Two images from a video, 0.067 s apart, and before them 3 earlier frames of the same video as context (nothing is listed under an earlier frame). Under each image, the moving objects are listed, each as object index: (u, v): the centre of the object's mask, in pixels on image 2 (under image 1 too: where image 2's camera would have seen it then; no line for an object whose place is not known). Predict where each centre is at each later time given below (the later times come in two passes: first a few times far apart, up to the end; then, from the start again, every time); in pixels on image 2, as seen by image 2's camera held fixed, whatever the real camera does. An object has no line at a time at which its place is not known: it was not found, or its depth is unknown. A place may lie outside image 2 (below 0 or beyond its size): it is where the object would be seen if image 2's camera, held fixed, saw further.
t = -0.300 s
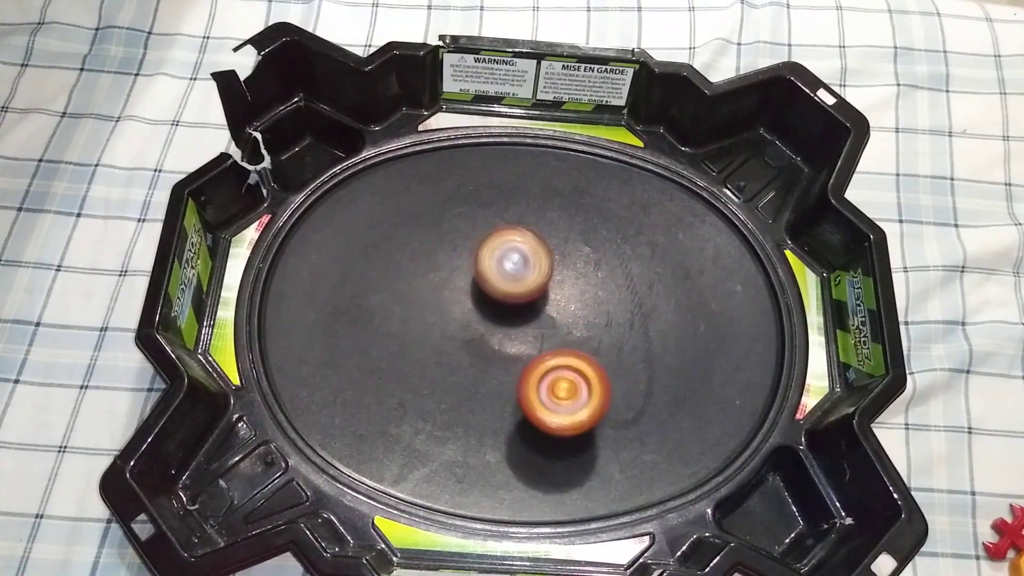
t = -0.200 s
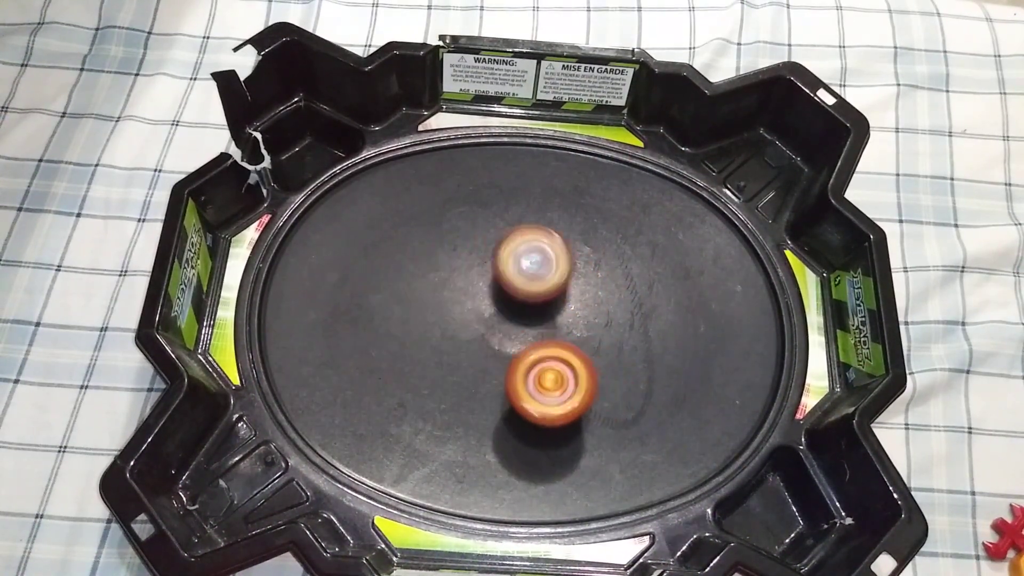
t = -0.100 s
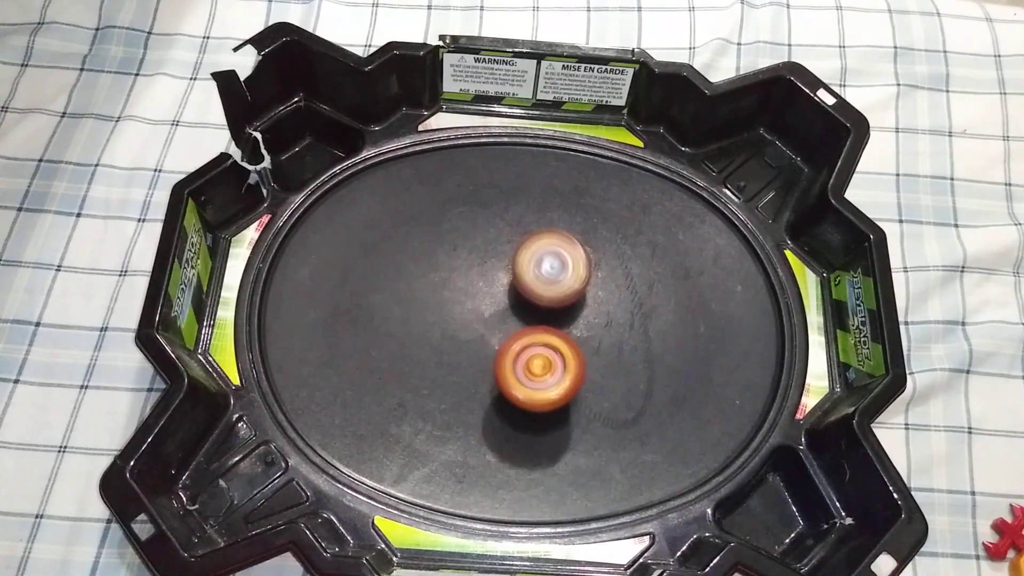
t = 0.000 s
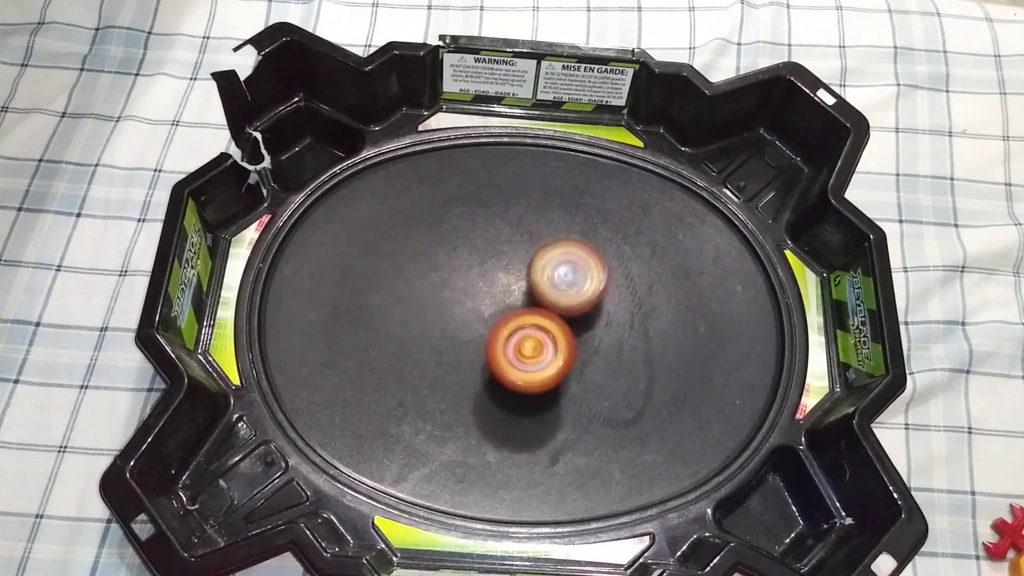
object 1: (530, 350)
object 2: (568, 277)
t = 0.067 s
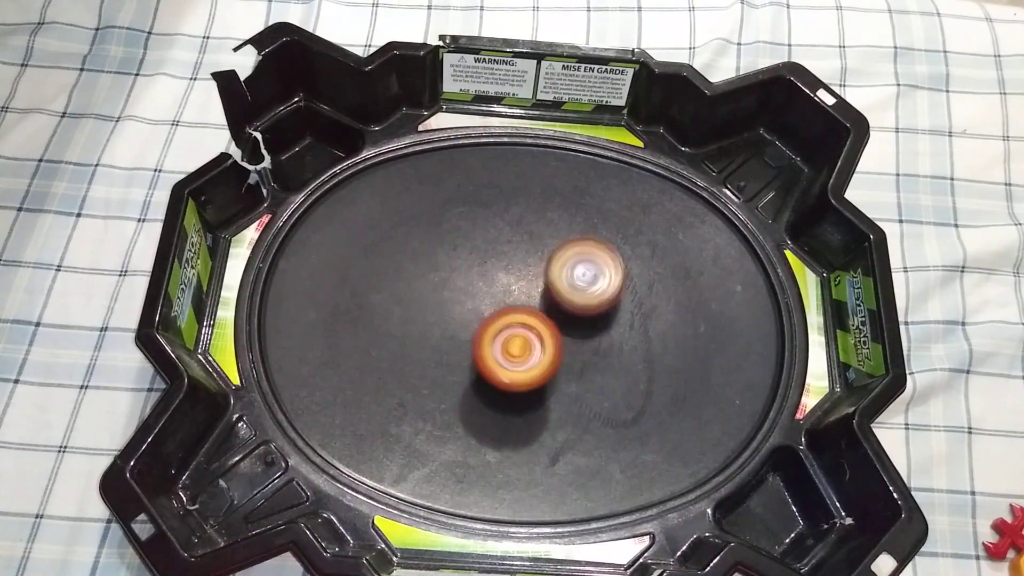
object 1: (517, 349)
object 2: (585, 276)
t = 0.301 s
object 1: (487, 326)
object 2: (610, 291)
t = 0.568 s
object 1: (473, 304)
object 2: (599, 337)
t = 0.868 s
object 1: (480, 296)
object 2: (582, 383)
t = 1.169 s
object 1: (468, 297)
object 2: (550, 401)
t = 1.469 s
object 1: (456, 271)
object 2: (571, 375)
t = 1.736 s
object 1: (442, 262)
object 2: (505, 355)
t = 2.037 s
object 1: (450, 283)
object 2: (514, 371)
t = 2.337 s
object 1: (454, 306)
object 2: (555, 347)
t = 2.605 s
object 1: (432, 330)
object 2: (554, 329)
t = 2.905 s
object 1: (445, 350)
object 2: (549, 336)
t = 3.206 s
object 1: (456, 363)
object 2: (583, 314)
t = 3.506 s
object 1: (468, 385)
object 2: (547, 279)
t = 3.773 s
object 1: (461, 392)
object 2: (494, 277)
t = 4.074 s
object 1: (471, 406)
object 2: (500, 291)
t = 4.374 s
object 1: (497, 364)
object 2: (539, 294)
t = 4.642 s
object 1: (479, 362)
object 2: (566, 229)
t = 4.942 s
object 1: (431, 381)
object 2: (566, 263)
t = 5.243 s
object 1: (342, 392)
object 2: (624, 281)
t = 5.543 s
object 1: (363, 361)
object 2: (609, 351)
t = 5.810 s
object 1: (452, 314)
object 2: (552, 395)
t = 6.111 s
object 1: (552, 271)
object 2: (469, 382)
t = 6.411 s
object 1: (633, 252)
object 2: (418, 323)
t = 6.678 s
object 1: (634, 284)
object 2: (421, 277)
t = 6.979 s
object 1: (557, 349)
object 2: (478, 280)
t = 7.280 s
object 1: (476, 414)
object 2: (561, 316)
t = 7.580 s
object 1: (415, 426)
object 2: (617, 339)
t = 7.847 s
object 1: (419, 376)
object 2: (580, 338)
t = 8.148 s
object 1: (400, 277)
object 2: (552, 368)
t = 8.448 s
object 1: (412, 215)
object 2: (550, 366)
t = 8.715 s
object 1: (456, 237)
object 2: (506, 333)
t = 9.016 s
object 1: (489, 238)
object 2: (487, 363)
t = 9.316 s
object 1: (537, 280)
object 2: (501, 366)
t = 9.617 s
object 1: (579, 298)
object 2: (508, 362)
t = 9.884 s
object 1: (589, 322)
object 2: (483, 318)
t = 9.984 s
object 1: (587, 332)
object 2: (466, 311)
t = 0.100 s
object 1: (512, 346)
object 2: (592, 277)
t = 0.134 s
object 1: (507, 343)
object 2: (597, 279)
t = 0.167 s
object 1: (503, 340)
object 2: (602, 280)
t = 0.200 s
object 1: (498, 337)
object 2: (605, 283)
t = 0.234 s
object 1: (494, 333)
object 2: (607, 285)
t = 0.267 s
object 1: (490, 329)
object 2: (609, 288)
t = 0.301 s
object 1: (487, 326)
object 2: (610, 291)
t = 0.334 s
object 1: (484, 323)
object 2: (610, 295)
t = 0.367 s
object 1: (481, 320)
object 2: (609, 300)
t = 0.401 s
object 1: (479, 317)
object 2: (608, 305)
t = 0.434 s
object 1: (477, 314)
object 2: (606, 312)
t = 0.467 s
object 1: (476, 312)
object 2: (604, 318)
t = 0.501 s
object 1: (475, 309)
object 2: (603, 324)
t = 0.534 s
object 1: (474, 306)
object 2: (601, 331)
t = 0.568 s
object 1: (473, 304)
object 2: (599, 337)
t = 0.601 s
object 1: (473, 302)
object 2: (598, 344)
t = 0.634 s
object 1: (473, 300)
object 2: (596, 350)
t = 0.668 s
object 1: (473, 298)
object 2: (595, 356)
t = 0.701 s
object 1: (473, 297)
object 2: (593, 363)
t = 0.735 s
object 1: (474, 296)
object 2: (592, 368)
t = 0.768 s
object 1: (475, 295)
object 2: (589, 373)
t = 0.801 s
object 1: (477, 295)
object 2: (587, 377)
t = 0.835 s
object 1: (478, 296)
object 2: (585, 380)
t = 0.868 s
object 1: (480, 296)
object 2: (582, 383)
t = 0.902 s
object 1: (482, 297)
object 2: (578, 386)
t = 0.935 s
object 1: (484, 299)
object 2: (574, 387)
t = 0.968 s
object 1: (485, 301)
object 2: (569, 387)
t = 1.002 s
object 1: (487, 303)
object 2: (563, 387)
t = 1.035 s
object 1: (488, 305)
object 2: (558, 386)
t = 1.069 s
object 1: (488, 307)
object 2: (551, 385)
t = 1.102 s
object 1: (488, 311)
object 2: (543, 384)
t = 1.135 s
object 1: (481, 308)
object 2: (545, 391)
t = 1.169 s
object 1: (468, 297)
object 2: (550, 401)
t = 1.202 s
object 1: (458, 290)
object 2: (555, 408)
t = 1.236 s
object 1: (453, 286)
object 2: (561, 413)
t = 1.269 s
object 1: (452, 282)
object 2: (568, 415)
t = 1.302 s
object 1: (451, 279)
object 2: (572, 414)
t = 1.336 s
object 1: (452, 277)
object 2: (576, 410)
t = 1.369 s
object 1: (452, 274)
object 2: (579, 403)
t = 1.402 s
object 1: (453, 272)
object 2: (579, 395)
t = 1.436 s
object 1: (454, 271)
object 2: (577, 386)
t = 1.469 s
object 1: (456, 271)
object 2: (571, 375)
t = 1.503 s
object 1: (457, 271)
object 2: (563, 364)
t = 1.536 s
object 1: (460, 271)
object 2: (550, 354)
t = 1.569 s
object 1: (462, 273)
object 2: (537, 344)
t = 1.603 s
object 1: (463, 274)
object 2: (524, 338)
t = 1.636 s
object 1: (454, 268)
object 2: (521, 341)
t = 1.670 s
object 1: (447, 264)
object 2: (516, 345)
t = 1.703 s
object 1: (443, 262)
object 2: (513, 347)
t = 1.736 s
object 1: (442, 262)
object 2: (505, 355)
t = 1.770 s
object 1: (443, 263)
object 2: (502, 358)
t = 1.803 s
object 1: (445, 265)
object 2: (500, 361)
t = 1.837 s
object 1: (447, 268)
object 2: (499, 363)
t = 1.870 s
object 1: (449, 271)
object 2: (499, 365)
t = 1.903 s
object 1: (450, 275)
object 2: (500, 366)
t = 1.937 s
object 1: (452, 280)
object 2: (502, 367)
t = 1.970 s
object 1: (454, 285)
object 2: (503, 365)
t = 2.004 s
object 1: (453, 288)
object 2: (507, 365)
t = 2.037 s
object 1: (450, 283)
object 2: (514, 371)
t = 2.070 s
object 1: (446, 282)
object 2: (521, 375)
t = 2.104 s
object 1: (446, 282)
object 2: (527, 377)
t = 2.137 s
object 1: (445, 284)
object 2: (534, 377)
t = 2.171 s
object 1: (446, 286)
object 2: (541, 376)
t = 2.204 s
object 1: (447, 289)
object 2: (547, 373)
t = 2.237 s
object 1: (448, 293)
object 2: (553, 368)
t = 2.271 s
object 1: (450, 297)
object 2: (555, 362)
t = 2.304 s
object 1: (452, 301)
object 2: (556, 355)
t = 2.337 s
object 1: (454, 306)
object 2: (555, 347)
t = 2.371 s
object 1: (456, 311)
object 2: (552, 338)
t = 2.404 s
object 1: (456, 315)
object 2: (548, 332)
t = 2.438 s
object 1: (447, 318)
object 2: (551, 329)
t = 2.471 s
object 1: (442, 320)
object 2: (553, 328)
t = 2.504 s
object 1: (437, 323)
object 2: (554, 328)
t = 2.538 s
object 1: (435, 326)
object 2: (554, 327)
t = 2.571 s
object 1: (433, 328)
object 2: (554, 328)
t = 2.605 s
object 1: (432, 330)
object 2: (554, 329)
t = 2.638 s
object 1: (432, 333)
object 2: (553, 330)
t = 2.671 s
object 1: (432, 335)
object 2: (553, 331)
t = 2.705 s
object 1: (432, 337)
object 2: (552, 332)
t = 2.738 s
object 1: (433, 340)
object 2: (551, 333)
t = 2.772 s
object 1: (435, 342)
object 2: (551, 335)
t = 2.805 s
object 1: (437, 344)
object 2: (551, 336)
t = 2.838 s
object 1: (439, 346)
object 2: (550, 336)
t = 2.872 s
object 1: (442, 348)
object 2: (550, 336)
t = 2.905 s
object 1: (445, 350)
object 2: (549, 336)
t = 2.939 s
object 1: (449, 352)
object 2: (548, 337)
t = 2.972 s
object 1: (454, 353)
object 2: (546, 337)
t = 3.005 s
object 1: (457, 355)
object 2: (545, 338)
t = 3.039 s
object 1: (452, 358)
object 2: (553, 338)
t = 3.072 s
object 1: (451, 360)
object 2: (561, 336)
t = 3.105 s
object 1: (451, 361)
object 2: (568, 332)
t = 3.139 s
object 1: (452, 362)
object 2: (575, 327)
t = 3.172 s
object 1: (454, 363)
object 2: (581, 321)
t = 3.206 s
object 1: (456, 363)
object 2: (583, 314)
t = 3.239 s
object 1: (459, 362)
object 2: (582, 308)
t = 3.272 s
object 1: (462, 362)
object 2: (579, 302)
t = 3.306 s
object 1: (465, 362)
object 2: (573, 298)
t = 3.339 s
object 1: (469, 361)
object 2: (565, 296)
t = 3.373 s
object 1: (473, 360)
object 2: (557, 295)
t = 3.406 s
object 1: (477, 358)
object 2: (547, 297)
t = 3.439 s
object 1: (478, 364)
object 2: (543, 298)
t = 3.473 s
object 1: (471, 377)
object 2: (546, 287)
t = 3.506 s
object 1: (468, 385)
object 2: (547, 279)
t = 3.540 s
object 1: (466, 390)
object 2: (545, 272)
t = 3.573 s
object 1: (464, 393)
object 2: (540, 267)
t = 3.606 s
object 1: (463, 395)
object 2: (533, 263)
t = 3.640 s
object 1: (462, 395)
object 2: (526, 260)
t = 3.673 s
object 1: (461, 395)
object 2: (517, 261)
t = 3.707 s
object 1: (460, 394)
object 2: (509, 263)
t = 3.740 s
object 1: (460, 394)
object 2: (501, 268)
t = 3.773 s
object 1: (461, 392)
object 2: (494, 277)
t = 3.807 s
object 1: (463, 390)
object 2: (489, 286)
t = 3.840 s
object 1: (465, 387)
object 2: (485, 296)
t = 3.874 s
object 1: (467, 390)
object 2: (485, 305)
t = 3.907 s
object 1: (467, 401)
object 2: (488, 301)
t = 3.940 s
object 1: (469, 406)
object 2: (491, 298)
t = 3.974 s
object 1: (470, 407)
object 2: (493, 295)
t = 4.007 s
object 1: (470, 407)
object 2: (495, 293)
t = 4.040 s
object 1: (471, 407)
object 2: (497, 292)
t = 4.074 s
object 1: (471, 406)
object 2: (500, 291)
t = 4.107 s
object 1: (473, 404)
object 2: (502, 292)
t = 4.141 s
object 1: (475, 401)
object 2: (505, 292)
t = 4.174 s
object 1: (477, 397)
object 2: (509, 293)
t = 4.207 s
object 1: (479, 393)
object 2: (513, 293)
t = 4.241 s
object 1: (482, 389)
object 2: (518, 292)
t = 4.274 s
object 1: (485, 384)
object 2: (524, 292)
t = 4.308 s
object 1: (489, 378)
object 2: (529, 293)
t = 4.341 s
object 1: (493, 371)
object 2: (535, 293)
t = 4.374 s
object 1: (497, 364)
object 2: (539, 294)
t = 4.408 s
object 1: (495, 368)
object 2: (548, 288)
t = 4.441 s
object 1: (489, 373)
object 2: (559, 276)
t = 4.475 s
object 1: (487, 375)
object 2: (567, 266)
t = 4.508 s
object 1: (485, 373)
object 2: (572, 256)
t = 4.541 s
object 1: (483, 371)
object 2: (573, 247)
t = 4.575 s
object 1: (481, 368)
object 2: (573, 240)
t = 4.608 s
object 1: (480, 365)
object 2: (571, 234)
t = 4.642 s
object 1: (479, 362)
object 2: (566, 229)
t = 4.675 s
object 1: (478, 358)
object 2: (560, 228)
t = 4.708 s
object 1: (478, 355)
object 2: (554, 231)
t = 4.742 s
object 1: (478, 351)
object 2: (548, 234)
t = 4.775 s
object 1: (478, 348)
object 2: (541, 242)
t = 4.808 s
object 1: (478, 344)
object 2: (535, 252)
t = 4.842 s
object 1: (478, 340)
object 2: (530, 265)
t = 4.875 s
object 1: (470, 347)
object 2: (535, 273)
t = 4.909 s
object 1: (449, 366)
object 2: (552, 268)
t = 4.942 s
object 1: (431, 381)
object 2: (566, 263)
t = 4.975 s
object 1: (415, 390)
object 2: (577, 261)
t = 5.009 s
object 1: (402, 395)
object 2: (587, 262)
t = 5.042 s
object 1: (390, 397)
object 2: (596, 262)
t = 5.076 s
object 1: (379, 397)
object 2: (604, 263)
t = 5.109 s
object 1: (368, 397)
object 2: (610, 264)
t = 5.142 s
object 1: (358, 397)
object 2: (615, 267)
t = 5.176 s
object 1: (351, 396)
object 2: (619, 270)
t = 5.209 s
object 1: (345, 395)
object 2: (622, 276)
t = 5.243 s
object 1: (342, 392)
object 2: (624, 281)
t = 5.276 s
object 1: (340, 390)
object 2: (625, 288)
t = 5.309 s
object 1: (339, 388)
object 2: (627, 293)
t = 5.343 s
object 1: (339, 385)
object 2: (627, 300)
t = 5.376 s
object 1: (341, 381)
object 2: (626, 309)
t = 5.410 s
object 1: (343, 378)
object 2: (624, 317)
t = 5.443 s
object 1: (346, 374)
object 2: (622, 325)
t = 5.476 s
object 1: (350, 371)
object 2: (618, 333)
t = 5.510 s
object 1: (356, 366)
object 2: (614, 342)
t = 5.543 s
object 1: (363, 361)
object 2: (609, 351)
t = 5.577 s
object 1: (372, 355)
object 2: (605, 359)
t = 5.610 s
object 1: (382, 349)
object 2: (599, 367)
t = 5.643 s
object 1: (393, 342)
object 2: (593, 373)
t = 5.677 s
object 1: (404, 336)
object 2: (585, 378)
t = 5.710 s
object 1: (416, 330)
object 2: (577, 385)
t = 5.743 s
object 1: (428, 325)
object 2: (569, 389)
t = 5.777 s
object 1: (440, 320)
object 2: (561, 393)
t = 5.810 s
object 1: (452, 314)
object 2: (552, 395)
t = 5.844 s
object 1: (464, 309)
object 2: (543, 398)
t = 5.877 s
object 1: (475, 304)
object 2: (532, 398)
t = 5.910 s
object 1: (487, 299)
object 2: (525, 399)
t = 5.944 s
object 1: (499, 295)
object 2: (516, 398)
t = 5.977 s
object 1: (510, 291)
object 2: (506, 397)
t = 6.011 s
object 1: (521, 285)
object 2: (496, 393)
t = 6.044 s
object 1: (531, 280)
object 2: (485, 390)
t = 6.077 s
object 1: (542, 276)
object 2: (478, 387)
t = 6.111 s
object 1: (552, 271)
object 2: (469, 382)
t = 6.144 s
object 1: (563, 267)
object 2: (460, 376)
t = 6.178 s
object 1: (574, 263)
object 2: (452, 369)
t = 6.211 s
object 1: (584, 259)
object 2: (443, 364)
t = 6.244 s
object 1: (593, 256)
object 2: (439, 358)
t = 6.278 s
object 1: (604, 253)
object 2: (433, 350)
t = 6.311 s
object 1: (613, 251)
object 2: (428, 343)
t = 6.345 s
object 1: (621, 251)
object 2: (424, 335)
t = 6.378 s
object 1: (628, 251)
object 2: (421, 329)
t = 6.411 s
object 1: (633, 252)
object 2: (418, 323)
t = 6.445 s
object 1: (637, 254)
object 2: (416, 315)
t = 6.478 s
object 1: (639, 257)
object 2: (416, 307)
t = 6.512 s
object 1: (640, 261)
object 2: (415, 302)
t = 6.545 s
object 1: (641, 265)
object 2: (415, 297)
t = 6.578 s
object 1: (640, 269)
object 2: (416, 291)
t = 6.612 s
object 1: (639, 273)
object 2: (418, 284)
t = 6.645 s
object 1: (637, 278)
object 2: (419, 280)
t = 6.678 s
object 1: (634, 284)
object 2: (421, 277)
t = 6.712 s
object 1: (630, 290)
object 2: (425, 273)
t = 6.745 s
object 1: (624, 297)
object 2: (428, 270)
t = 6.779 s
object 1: (617, 305)
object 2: (433, 270)
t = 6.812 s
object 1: (608, 313)
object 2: (437, 271)
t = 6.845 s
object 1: (599, 321)
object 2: (444, 271)
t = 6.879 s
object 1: (589, 329)
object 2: (451, 271)
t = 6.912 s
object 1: (579, 336)
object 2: (459, 275)
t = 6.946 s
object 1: (568, 342)
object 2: (469, 278)
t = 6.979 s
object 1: (557, 349)
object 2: (478, 280)
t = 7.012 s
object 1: (545, 355)
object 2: (487, 283)
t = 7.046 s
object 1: (536, 361)
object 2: (496, 288)
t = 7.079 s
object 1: (529, 371)
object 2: (504, 290)
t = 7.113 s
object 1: (520, 379)
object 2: (513, 293)
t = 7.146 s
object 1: (512, 386)
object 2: (522, 296)
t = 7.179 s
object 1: (503, 394)
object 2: (531, 301)
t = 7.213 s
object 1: (494, 401)
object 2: (541, 305)
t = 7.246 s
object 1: (485, 407)
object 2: (550, 310)
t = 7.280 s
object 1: (476, 414)
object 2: (561, 316)
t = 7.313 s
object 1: (468, 419)
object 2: (569, 322)
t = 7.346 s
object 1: (459, 424)
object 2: (577, 325)
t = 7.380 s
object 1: (450, 428)
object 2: (585, 329)
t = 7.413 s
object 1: (440, 431)
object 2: (594, 332)
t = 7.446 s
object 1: (433, 432)
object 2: (599, 334)
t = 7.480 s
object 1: (426, 433)
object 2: (605, 336)
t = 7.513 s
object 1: (421, 431)
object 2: (610, 337)
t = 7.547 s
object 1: (418, 429)
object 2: (615, 338)
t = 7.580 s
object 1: (415, 426)
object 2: (617, 339)
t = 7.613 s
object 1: (413, 422)
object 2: (618, 339)
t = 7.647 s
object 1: (411, 418)
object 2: (618, 338)
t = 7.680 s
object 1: (410, 414)
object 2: (615, 338)
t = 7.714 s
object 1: (410, 408)
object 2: (610, 338)
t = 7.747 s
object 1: (411, 402)
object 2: (605, 337)
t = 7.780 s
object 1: (412, 394)
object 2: (598, 337)
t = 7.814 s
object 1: (415, 385)
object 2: (590, 338)
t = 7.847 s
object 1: (419, 376)
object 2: (580, 338)
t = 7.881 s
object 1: (424, 367)
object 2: (571, 339)
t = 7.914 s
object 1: (429, 357)
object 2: (559, 340)
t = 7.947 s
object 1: (435, 348)
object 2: (548, 342)
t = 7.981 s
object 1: (441, 339)
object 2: (536, 343)
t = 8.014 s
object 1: (439, 329)
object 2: (532, 348)
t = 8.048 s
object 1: (425, 313)
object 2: (541, 355)
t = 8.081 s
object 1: (413, 299)
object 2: (545, 360)
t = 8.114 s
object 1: (404, 287)
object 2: (549, 365)
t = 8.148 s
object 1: (400, 277)
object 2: (552, 368)
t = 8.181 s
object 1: (398, 268)
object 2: (554, 371)
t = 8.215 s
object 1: (399, 258)
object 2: (556, 374)
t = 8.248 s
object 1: (399, 250)
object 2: (557, 374)
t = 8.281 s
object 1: (399, 242)
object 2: (557, 376)
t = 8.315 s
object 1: (400, 234)
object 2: (558, 375)
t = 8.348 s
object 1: (402, 226)
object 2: (556, 374)
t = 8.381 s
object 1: (405, 220)
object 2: (555, 372)
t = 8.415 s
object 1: (408, 216)
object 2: (554, 370)
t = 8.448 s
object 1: (412, 215)
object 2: (550, 366)
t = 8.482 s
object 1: (416, 214)
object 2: (547, 364)
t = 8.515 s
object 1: (420, 214)
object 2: (544, 359)
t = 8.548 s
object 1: (424, 214)
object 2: (538, 355)
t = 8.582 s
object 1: (429, 216)
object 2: (534, 352)
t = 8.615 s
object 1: (435, 219)
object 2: (527, 345)
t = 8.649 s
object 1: (441, 223)
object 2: (521, 342)
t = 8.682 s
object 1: (448, 229)
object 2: (514, 338)
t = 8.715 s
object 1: (456, 237)
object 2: (506, 333)
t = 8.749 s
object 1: (463, 245)
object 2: (500, 330)
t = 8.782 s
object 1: (468, 248)
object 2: (493, 331)
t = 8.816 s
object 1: (468, 239)
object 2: (493, 340)
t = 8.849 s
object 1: (469, 234)
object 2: (491, 345)
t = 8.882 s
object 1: (470, 232)
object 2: (488, 351)
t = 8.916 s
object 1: (473, 233)
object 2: (487, 355)
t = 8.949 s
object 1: (478, 235)
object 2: (487, 358)
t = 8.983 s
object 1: (483, 236)
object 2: (486, 360)
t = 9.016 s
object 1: (489, 238)
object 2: (487, 363)
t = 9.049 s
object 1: (494, 242)
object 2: (489, 363)
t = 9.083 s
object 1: (500, 246)
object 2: (492, 365)
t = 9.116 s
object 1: (505, 251)
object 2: (494, 366)
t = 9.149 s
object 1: (510, 257)
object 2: (496, 365)
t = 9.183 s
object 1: (517, 265)
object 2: (498, 364)
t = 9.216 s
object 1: (522, 273)
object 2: (502, 361)
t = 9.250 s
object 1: (528, 280)
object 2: (503, 360)
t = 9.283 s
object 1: (531, 281)
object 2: (502, 363)
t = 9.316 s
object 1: (537, 280)
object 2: (501, 366)
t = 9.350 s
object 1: (544, 280)
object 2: (501, 370)
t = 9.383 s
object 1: (550, 282)
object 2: (503, 371)
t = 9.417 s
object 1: (556, 284)
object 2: (503, 373)
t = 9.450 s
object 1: (561, 285)
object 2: (504, 374)
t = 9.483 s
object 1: (565, 287)
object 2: (504, 373)
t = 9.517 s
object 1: (570, 289)
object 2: (505, 372)
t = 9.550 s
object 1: (574, 292)
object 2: (508, 368)
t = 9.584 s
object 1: (577, 295)
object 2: (507, 365)
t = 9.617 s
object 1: (579, 298)
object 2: (508, 362)
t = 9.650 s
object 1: (582, 300)
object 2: (507, 356)
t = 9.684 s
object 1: (584, 304)
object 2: (507, 352)
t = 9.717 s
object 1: (585, 307)
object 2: (506, 345)
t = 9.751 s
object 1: (586, 310)
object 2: (503, 340)
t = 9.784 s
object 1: (586, 312)
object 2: (501, 335)
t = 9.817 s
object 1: (588, 314)
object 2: (495, 329)
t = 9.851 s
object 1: (589, 318)
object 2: (489, 323)
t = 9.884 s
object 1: (589, 322)
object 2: (483, 318)
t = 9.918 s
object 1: (589, 325)
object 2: (477, 314)
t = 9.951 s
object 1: (588, 328)
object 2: (471, 313)
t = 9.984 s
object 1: (587, 332)
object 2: (466, 311)
